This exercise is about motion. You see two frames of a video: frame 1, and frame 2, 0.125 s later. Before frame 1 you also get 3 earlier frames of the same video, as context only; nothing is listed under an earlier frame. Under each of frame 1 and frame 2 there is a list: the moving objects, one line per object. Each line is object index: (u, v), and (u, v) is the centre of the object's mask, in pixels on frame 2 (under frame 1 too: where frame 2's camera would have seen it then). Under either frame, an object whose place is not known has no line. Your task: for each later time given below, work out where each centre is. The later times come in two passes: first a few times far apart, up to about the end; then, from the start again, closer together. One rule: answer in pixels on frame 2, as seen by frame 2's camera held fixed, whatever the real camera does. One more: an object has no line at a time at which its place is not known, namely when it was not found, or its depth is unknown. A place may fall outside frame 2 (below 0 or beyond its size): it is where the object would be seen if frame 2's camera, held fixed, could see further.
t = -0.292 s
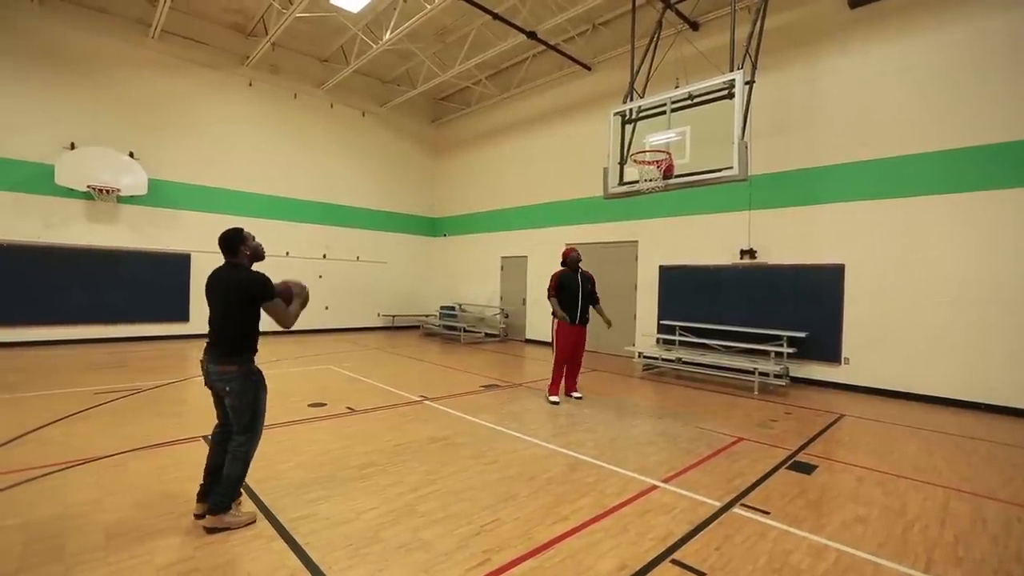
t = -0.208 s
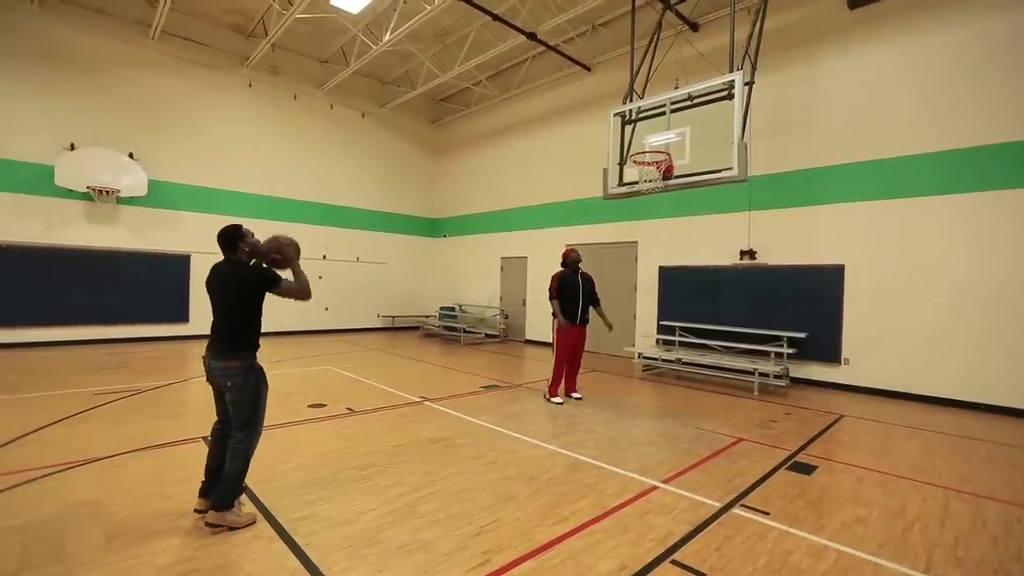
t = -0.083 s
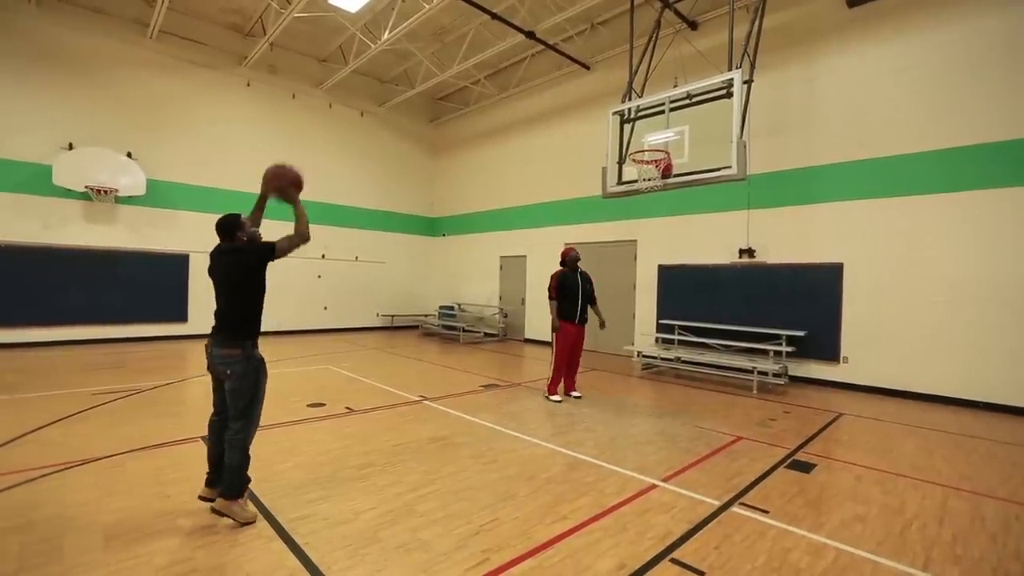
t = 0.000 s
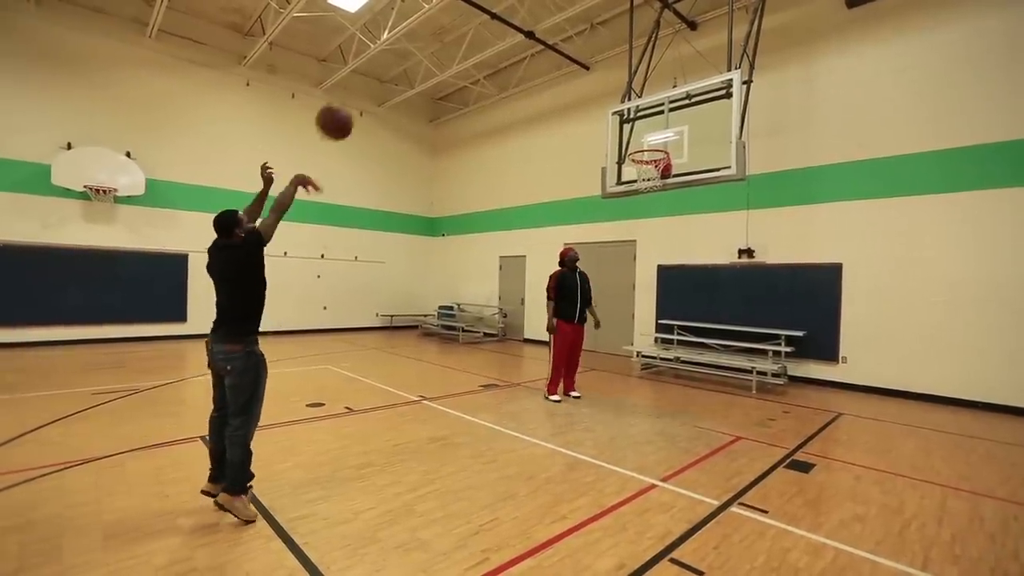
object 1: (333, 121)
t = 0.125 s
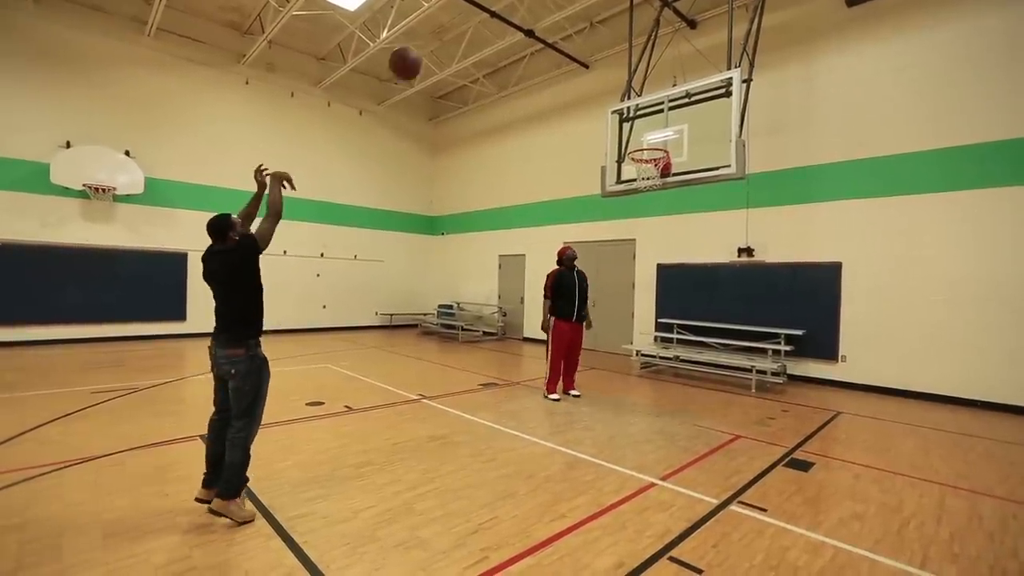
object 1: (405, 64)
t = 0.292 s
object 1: (478, 30)
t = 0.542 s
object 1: (561, 41)
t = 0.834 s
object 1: (627, 115)
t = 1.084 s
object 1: (654, 200)
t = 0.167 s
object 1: (425, 52)
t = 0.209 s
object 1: (444, 42)
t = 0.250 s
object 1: (462, 35)
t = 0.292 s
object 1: (478, 30)
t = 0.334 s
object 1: (494, 27)
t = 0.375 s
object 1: (509, 28)
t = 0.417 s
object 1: (523, 28)
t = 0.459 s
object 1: (536, 30)
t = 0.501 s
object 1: (548, 36)
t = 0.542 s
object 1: (561, 41)
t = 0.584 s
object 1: (571, 48)
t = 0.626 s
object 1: (581, 57)
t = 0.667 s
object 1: (591, 66)
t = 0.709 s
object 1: (601, 77)
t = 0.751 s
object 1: (610, 88)
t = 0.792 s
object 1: (618, 102)
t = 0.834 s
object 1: (627, 115)
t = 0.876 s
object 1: (634, 129)
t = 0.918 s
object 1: (642, 145)
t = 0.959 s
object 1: (649, 161)
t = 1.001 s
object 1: (651, 173)
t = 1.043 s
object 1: (653, 187)
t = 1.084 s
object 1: (654, 200)
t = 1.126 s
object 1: (655, 214)
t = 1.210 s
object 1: (657, 249)
